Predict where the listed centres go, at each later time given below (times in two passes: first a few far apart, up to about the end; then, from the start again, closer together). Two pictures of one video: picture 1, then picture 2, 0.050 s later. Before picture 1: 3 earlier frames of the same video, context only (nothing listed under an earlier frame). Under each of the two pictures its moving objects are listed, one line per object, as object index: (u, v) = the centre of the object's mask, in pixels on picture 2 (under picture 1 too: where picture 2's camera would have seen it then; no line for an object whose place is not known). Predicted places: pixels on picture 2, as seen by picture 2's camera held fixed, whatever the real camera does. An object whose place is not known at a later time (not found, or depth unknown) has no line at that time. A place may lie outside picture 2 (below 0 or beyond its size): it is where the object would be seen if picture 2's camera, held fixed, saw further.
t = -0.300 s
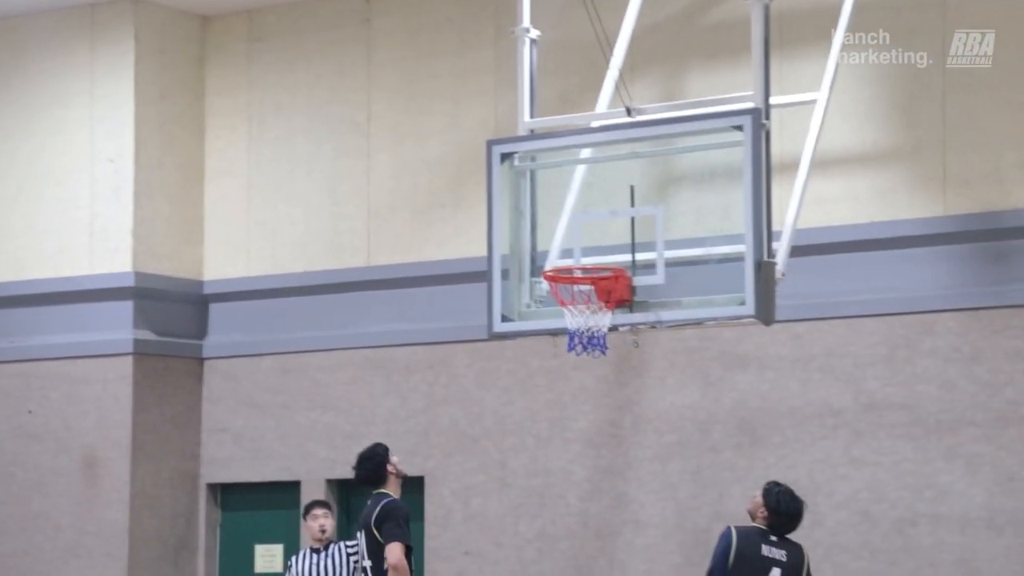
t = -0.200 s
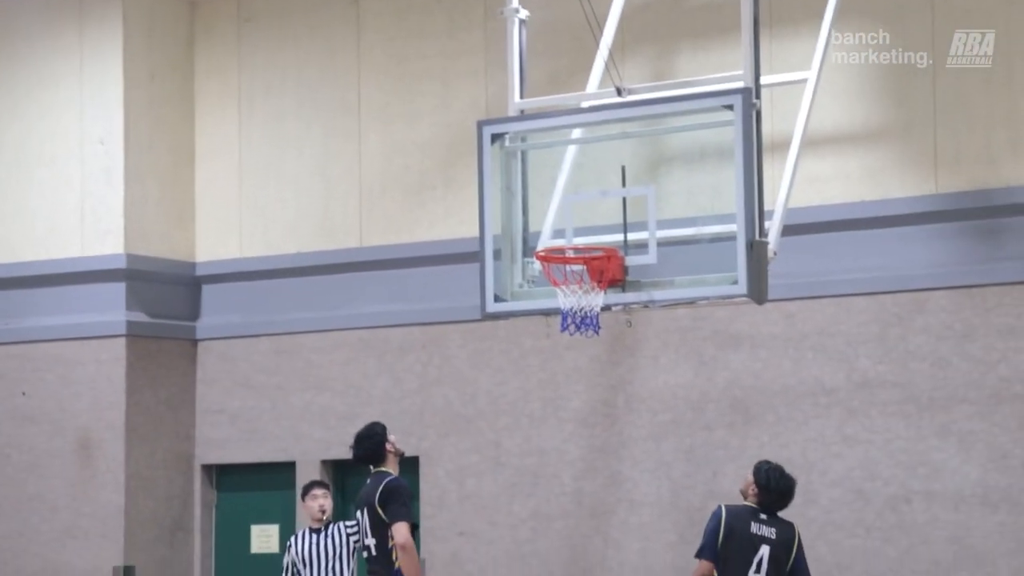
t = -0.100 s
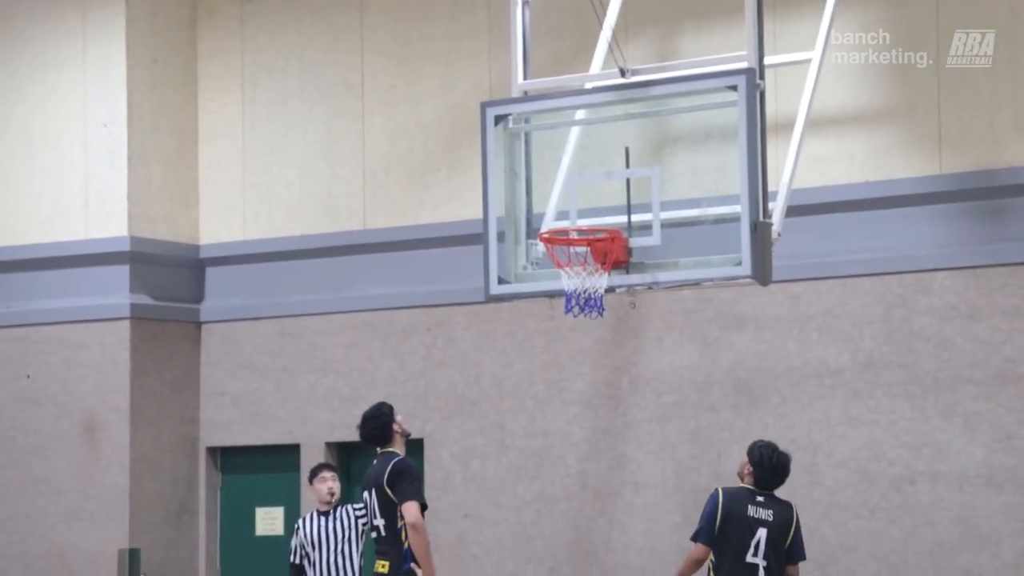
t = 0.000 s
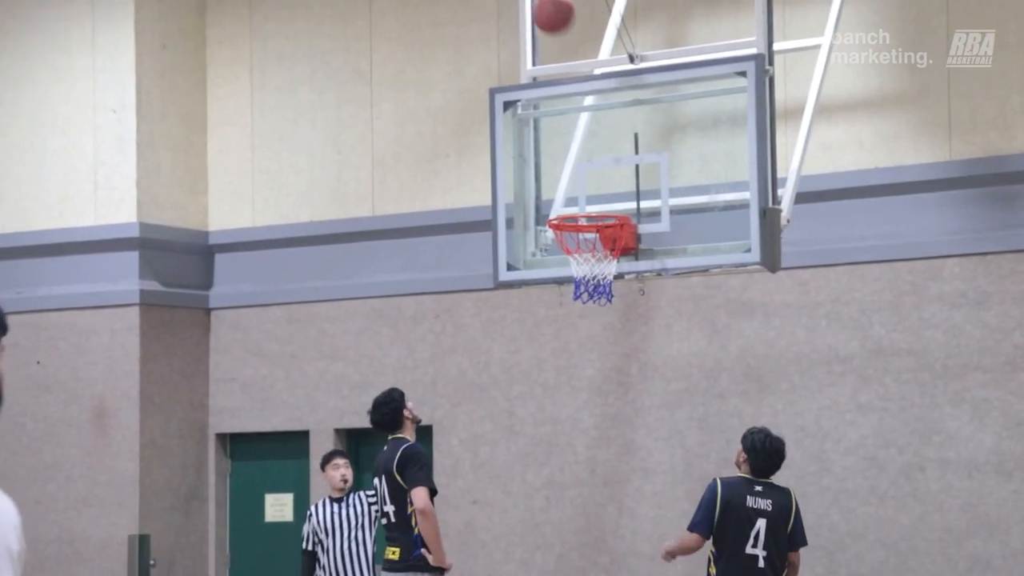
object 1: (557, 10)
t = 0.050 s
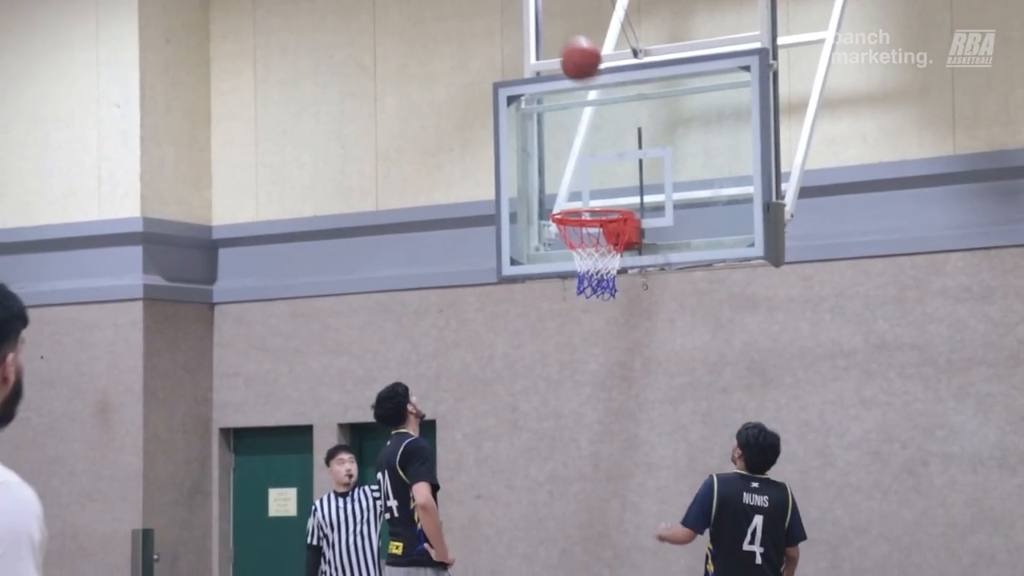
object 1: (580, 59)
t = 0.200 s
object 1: (587, 192)
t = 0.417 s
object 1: (620, 262)
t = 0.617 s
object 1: (614, 328)
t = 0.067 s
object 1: (588, 79)
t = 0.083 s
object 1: (596, 97)
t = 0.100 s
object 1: (604, 116)
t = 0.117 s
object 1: (611, 135)
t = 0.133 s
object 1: (614, 151)
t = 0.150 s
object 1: (607, 161)
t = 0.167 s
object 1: (601, 172)
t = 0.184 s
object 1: (594, 183)
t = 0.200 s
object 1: (587, 192)
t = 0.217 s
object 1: (580, 207)
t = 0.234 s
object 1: (577, 217)
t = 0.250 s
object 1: (585, 221)
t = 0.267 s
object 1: (594, 229)
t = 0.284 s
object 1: (604, 231)
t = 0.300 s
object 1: (615, 234)
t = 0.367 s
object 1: (623, 244)
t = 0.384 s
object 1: (623, 253)
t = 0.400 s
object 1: (623, 256)
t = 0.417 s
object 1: (620, 262)
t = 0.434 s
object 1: (619, 270)
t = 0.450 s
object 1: (619, 272)
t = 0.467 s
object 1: (619, 274)
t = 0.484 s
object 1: (619, 277)
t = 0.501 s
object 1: (619, 281)
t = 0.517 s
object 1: (619, 286)
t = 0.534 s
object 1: (618, 291)
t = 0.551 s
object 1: (617, 297)
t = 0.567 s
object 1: (616, 304)
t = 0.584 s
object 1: (616, 312)
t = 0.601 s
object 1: (615, 319)
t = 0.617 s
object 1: (614, 328)
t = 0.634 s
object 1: (614, 336)
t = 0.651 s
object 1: (613, 345)
